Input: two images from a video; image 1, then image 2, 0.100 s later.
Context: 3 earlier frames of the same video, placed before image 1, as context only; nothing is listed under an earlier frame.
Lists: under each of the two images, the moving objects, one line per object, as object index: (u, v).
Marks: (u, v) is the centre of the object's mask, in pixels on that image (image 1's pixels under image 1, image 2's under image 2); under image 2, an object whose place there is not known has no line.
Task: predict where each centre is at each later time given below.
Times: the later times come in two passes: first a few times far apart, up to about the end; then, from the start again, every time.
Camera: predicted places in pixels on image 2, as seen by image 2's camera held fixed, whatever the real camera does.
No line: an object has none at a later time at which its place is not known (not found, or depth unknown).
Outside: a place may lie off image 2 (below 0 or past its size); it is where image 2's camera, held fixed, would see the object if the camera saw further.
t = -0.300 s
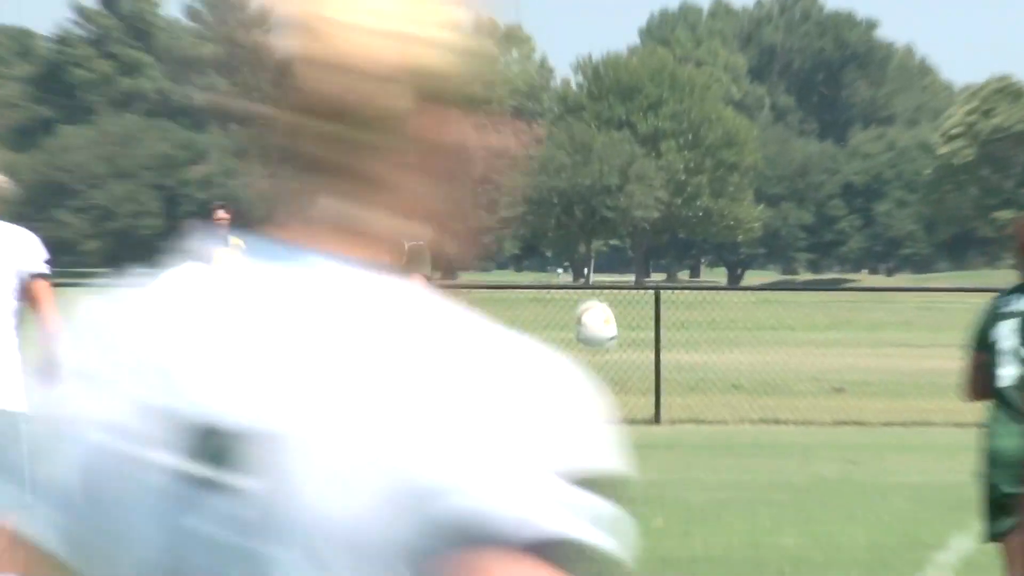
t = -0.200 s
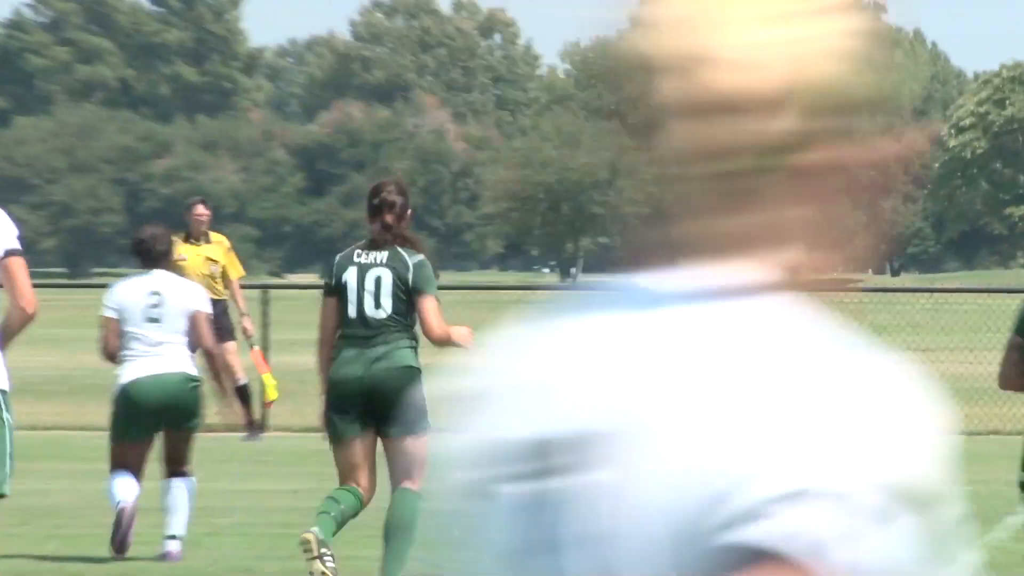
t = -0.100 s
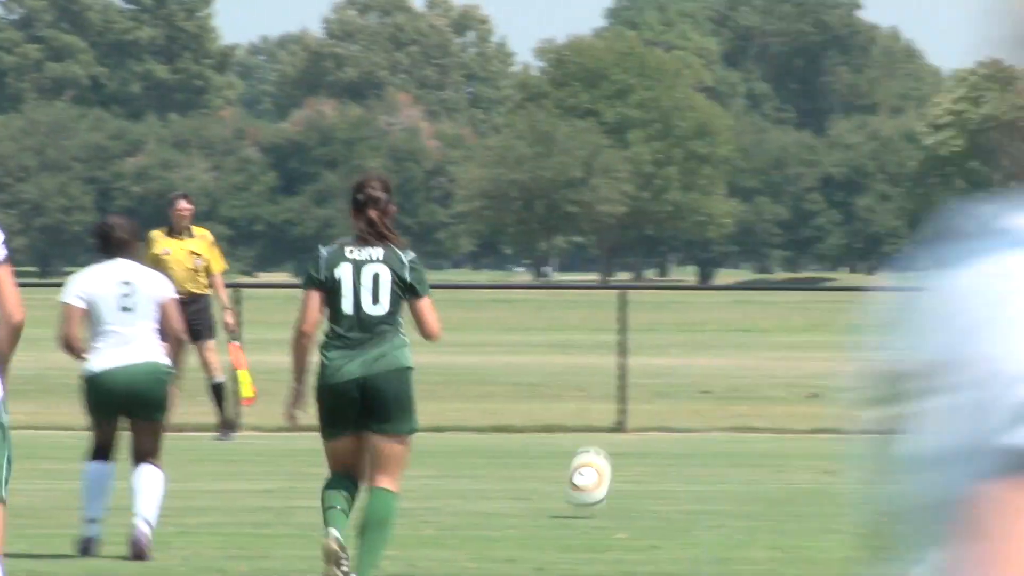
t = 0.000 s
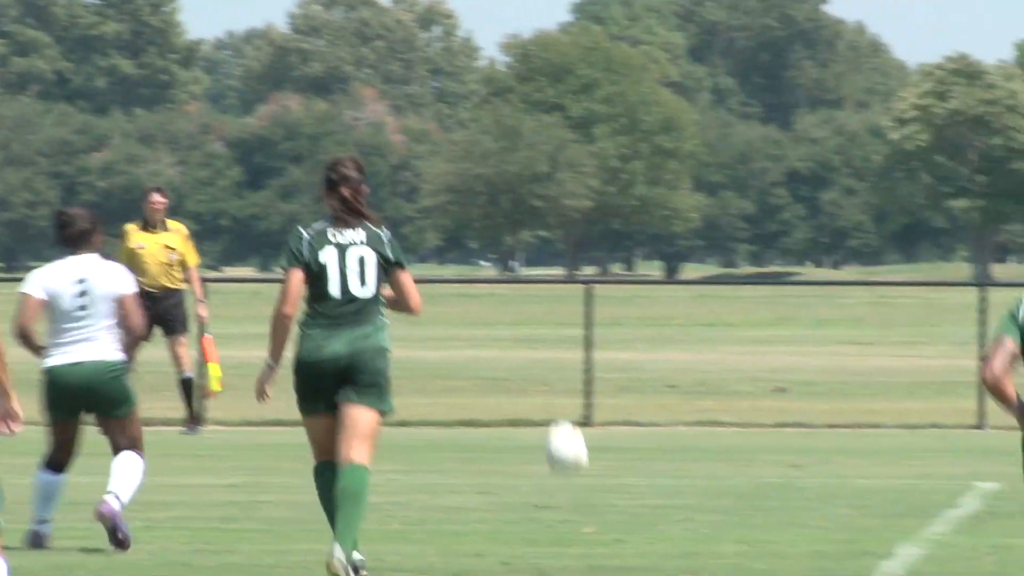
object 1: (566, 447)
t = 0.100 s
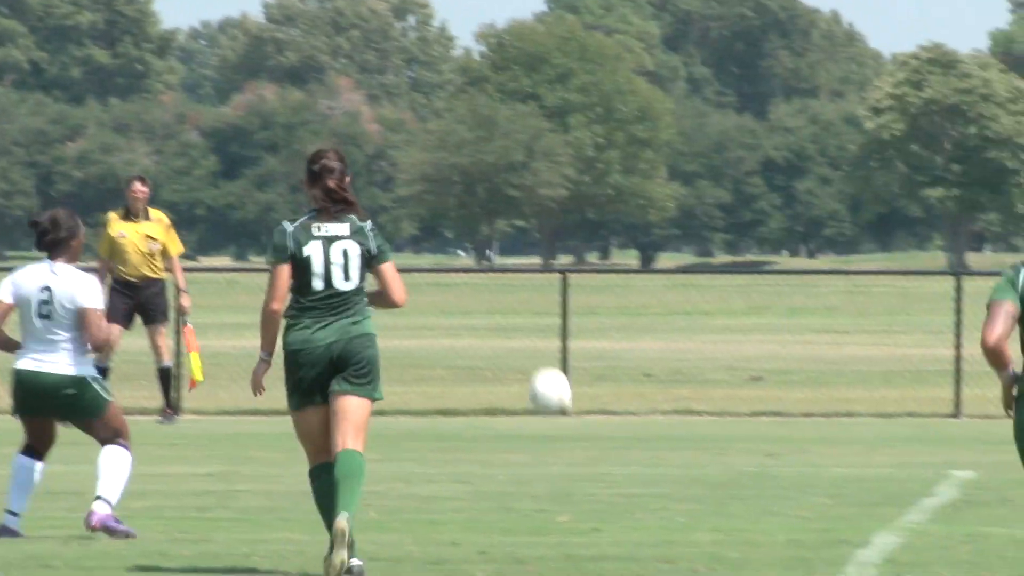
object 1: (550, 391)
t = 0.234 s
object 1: (560, 363)
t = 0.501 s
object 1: (579, 404)
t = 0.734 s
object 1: (594, 437)
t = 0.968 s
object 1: (604, 426)
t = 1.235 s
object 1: (613, 428)
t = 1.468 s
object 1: (616, 446)
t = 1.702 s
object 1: (616, 428)
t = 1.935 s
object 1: (619, 439)
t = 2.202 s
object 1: (628, 438)
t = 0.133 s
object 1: (553, 381)
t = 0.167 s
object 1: (556, 372)
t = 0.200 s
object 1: (558, 366)
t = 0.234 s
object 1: (560, 363)
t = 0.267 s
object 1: (563, 361)
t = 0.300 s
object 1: (565, 361)
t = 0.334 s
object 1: (567, 364)
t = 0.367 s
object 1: (570, 368)
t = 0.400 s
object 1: (572, 375)
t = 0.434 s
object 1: (574, 382)
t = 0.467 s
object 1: (577, 391)
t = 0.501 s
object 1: (579, 404)
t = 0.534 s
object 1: (581, 418)
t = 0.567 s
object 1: (584, 435)
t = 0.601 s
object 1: (587, 452)
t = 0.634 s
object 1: (588, 468)
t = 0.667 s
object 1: (590, 460)
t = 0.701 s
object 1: (592, 447)
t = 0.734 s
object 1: (594, 437)
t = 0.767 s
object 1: (595, 430)
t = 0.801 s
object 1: (597, 424)
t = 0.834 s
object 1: (598, 421)
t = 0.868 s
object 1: (600, 419)
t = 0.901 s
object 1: (601, 420)
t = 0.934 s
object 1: (602, 421)
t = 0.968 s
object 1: (604, 426)
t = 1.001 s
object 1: (606, 432)
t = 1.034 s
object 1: (607, 440)
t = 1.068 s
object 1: (608, 448)
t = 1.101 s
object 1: (610, 456)
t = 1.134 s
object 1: (611, 447)
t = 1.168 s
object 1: (611, 440)
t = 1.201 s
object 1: (613, 433)
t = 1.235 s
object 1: (613, 428)
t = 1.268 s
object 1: (613, 425)
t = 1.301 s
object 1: (614, 424)
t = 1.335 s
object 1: (614, 425)
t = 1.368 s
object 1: (615, 428)
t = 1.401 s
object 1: (615, 432)
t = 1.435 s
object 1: (616, 439)
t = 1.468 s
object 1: (616, 446)
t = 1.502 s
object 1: (617, 452)
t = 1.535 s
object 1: (617, 445)
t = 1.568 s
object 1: (616, 438)
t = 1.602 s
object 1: (617, 433)
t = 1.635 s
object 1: (617, 430)
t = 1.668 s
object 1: (617, 428)
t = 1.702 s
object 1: (616, 428)
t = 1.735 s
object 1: (617, 430)
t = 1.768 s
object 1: (617, 432)
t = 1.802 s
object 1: (616, 439)
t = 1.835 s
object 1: (617, 444)
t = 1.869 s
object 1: (616, 446)
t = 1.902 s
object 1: (618, 442)
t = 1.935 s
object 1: (619, 439)
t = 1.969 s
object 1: (620, 438)
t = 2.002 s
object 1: (621, 438)
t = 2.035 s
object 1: (623, 441)
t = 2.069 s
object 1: (625, 444)
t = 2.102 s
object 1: (626, 446)
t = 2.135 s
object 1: (626, 443)
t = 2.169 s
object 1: (627, 440)
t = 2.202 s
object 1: (628, 438)
